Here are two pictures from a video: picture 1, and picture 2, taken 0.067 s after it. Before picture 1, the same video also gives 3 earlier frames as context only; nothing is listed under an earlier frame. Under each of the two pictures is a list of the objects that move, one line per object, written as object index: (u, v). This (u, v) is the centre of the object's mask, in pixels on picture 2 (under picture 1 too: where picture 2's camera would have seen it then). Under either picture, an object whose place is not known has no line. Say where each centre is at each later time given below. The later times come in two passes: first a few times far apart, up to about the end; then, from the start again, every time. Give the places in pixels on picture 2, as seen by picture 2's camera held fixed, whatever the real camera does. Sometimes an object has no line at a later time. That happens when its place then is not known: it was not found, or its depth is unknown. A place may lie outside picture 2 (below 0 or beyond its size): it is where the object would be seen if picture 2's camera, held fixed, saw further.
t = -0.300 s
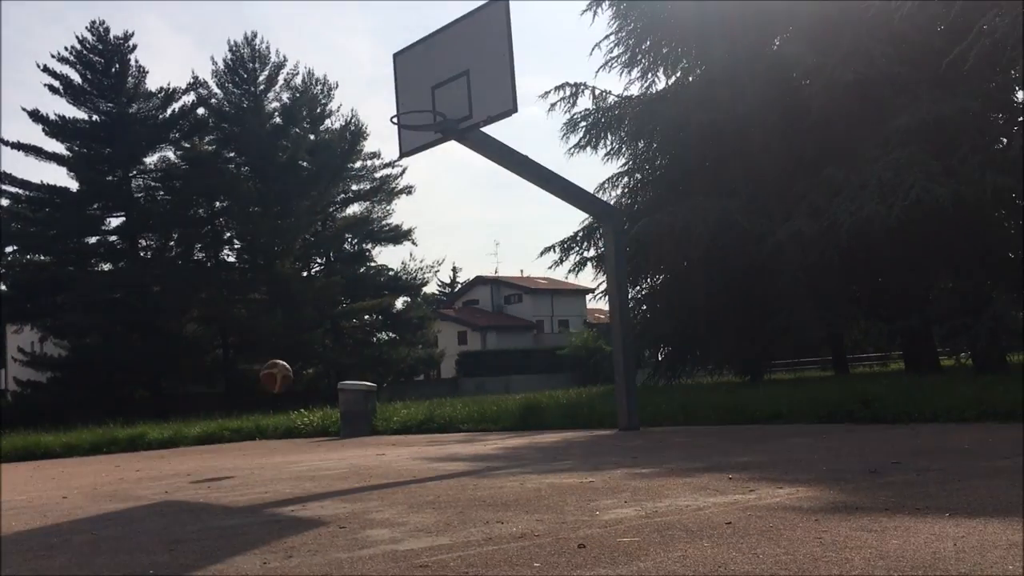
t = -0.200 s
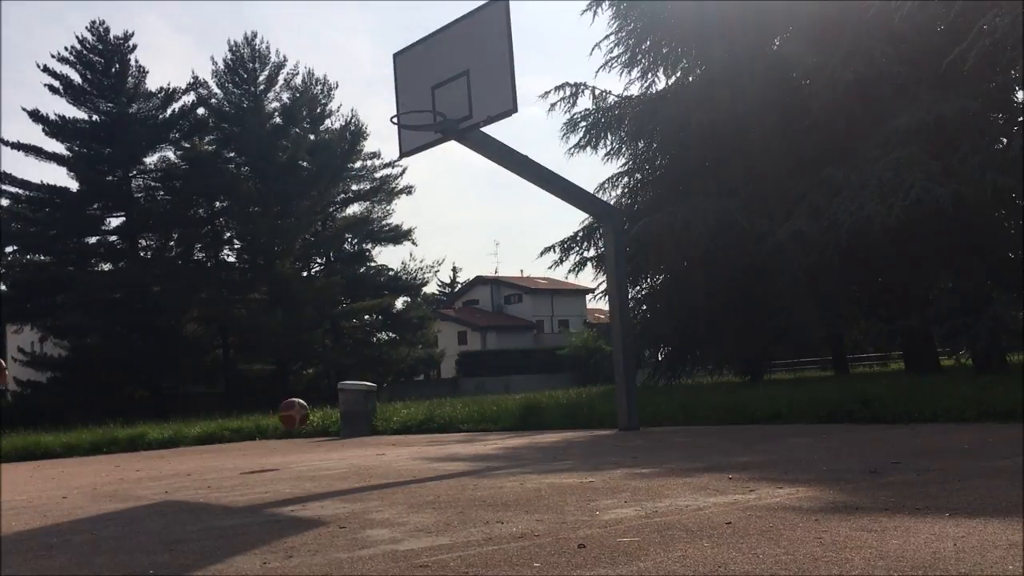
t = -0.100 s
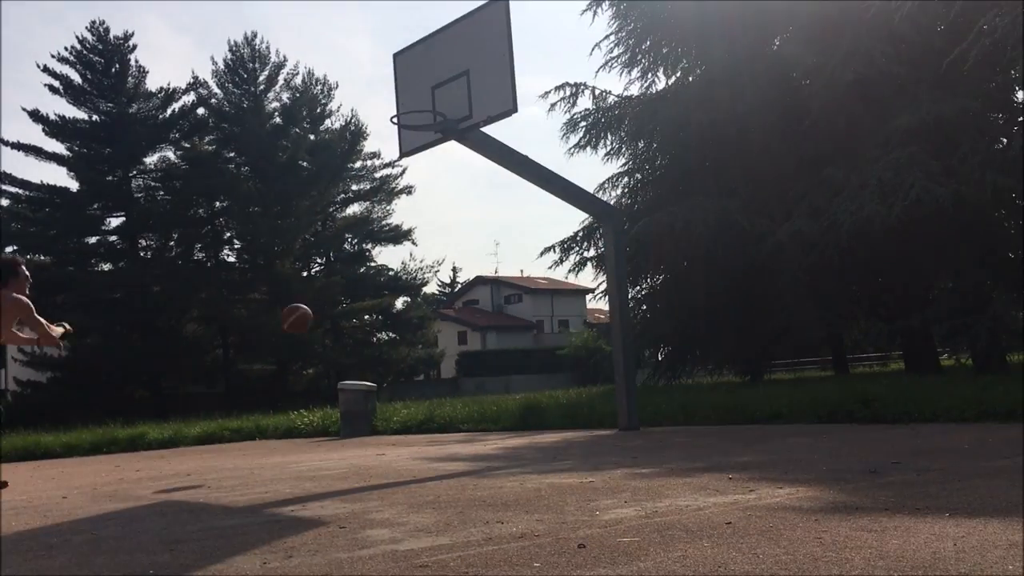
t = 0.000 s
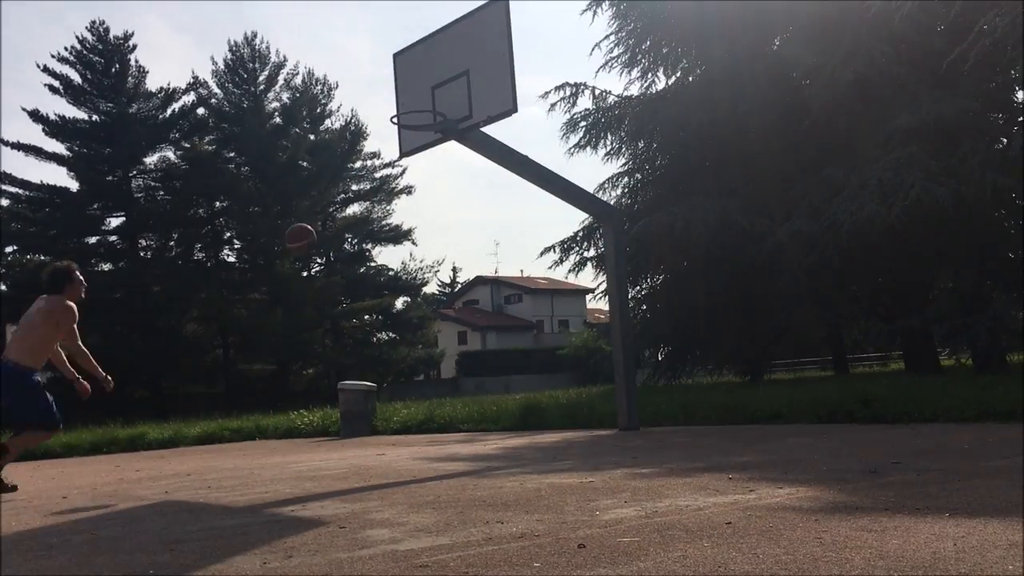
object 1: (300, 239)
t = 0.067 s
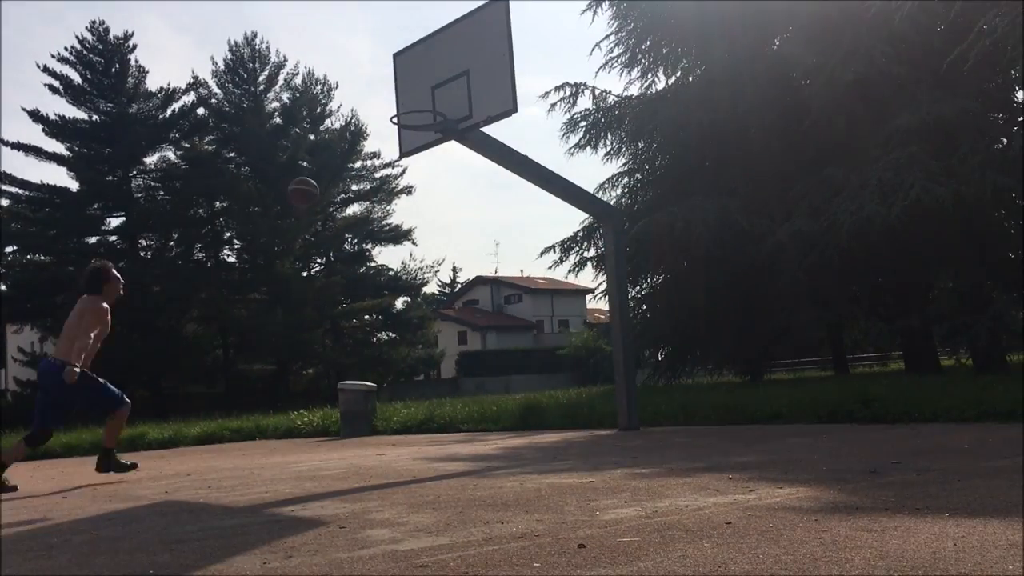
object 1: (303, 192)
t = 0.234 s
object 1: (310, 103)
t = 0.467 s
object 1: (325, 31)
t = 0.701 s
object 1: (342, 24)
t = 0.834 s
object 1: (353, 48)
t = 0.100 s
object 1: (304, 171)
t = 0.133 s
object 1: (306, 152)
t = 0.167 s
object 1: (306, 134)
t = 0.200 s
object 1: (309, 117)
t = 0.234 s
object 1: (310, 103)
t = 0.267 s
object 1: (313, 88)
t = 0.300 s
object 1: (314, 75)
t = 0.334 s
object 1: (316, 63)
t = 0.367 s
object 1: (319, 53)
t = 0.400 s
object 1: (321, 45)
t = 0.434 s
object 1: (323, 37)
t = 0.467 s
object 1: (325, 31)
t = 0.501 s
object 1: (327, 26)
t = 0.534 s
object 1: (330, 23)
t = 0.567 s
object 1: (332, 20)
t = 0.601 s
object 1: (334, 19)
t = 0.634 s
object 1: (337, 20)
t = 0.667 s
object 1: (339, 21)
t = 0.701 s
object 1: (342, 24)
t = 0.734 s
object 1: (345, 28)
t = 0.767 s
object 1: (348, 34)
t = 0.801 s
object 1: (350, 40)
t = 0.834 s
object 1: (353, 48)
